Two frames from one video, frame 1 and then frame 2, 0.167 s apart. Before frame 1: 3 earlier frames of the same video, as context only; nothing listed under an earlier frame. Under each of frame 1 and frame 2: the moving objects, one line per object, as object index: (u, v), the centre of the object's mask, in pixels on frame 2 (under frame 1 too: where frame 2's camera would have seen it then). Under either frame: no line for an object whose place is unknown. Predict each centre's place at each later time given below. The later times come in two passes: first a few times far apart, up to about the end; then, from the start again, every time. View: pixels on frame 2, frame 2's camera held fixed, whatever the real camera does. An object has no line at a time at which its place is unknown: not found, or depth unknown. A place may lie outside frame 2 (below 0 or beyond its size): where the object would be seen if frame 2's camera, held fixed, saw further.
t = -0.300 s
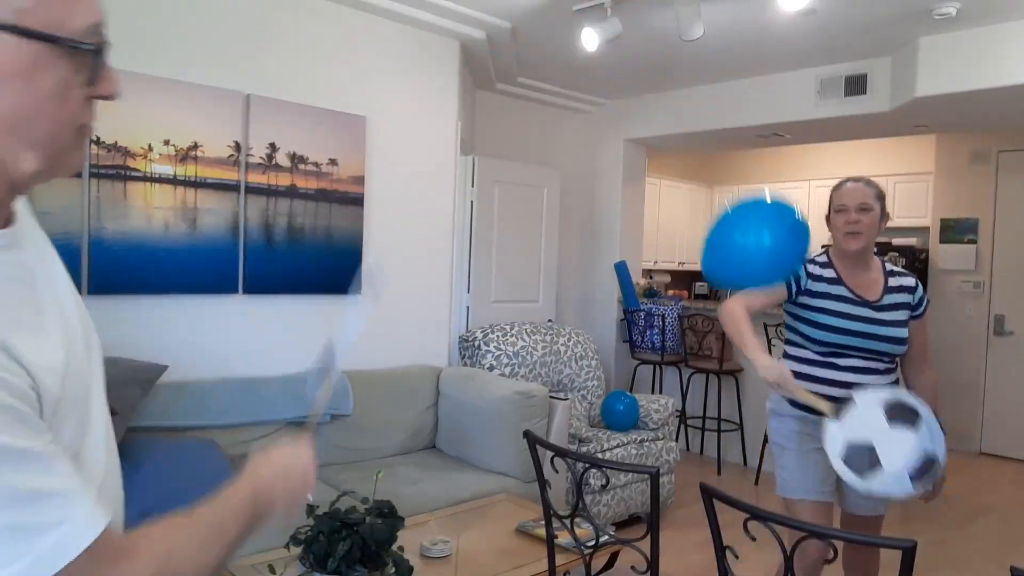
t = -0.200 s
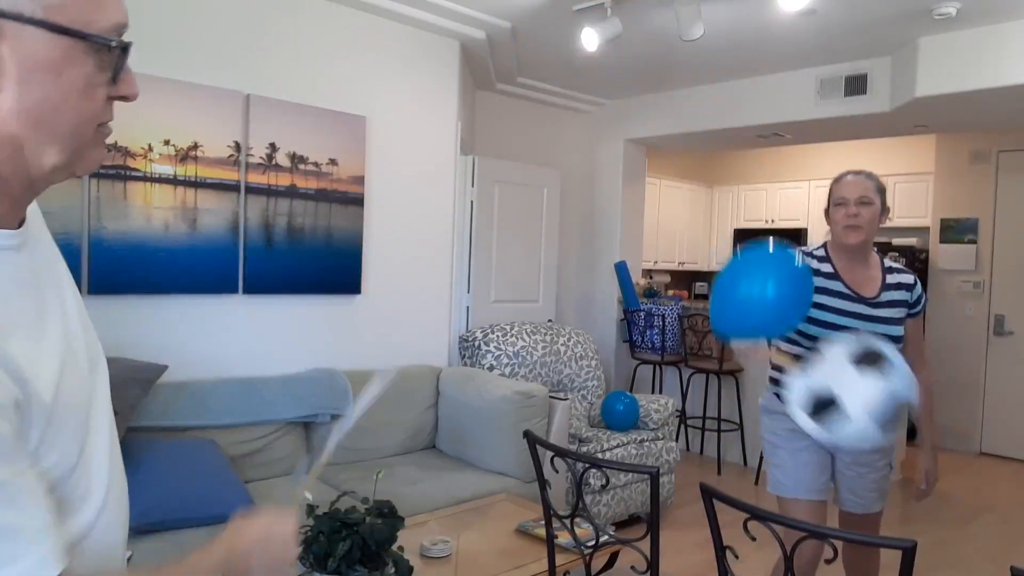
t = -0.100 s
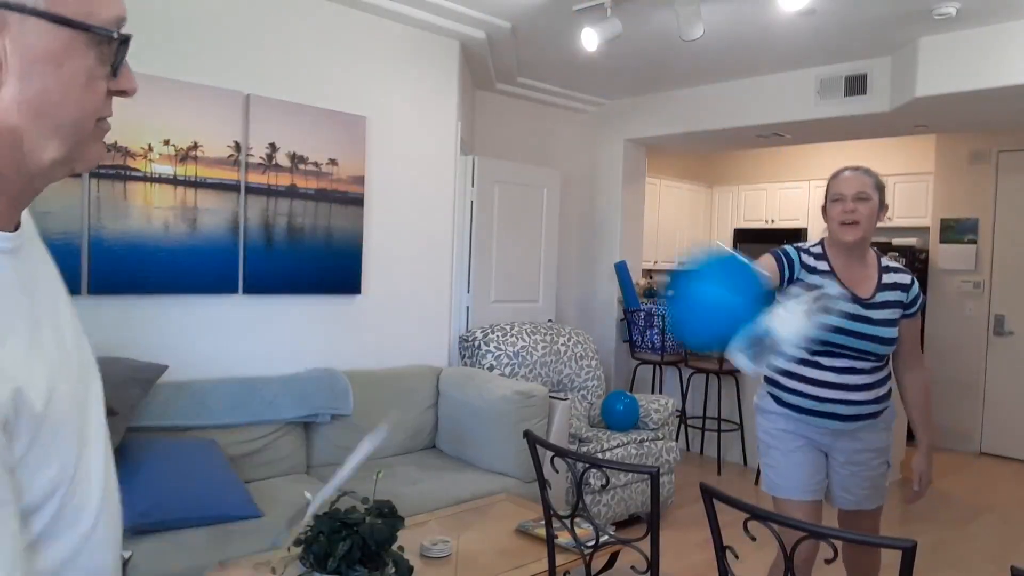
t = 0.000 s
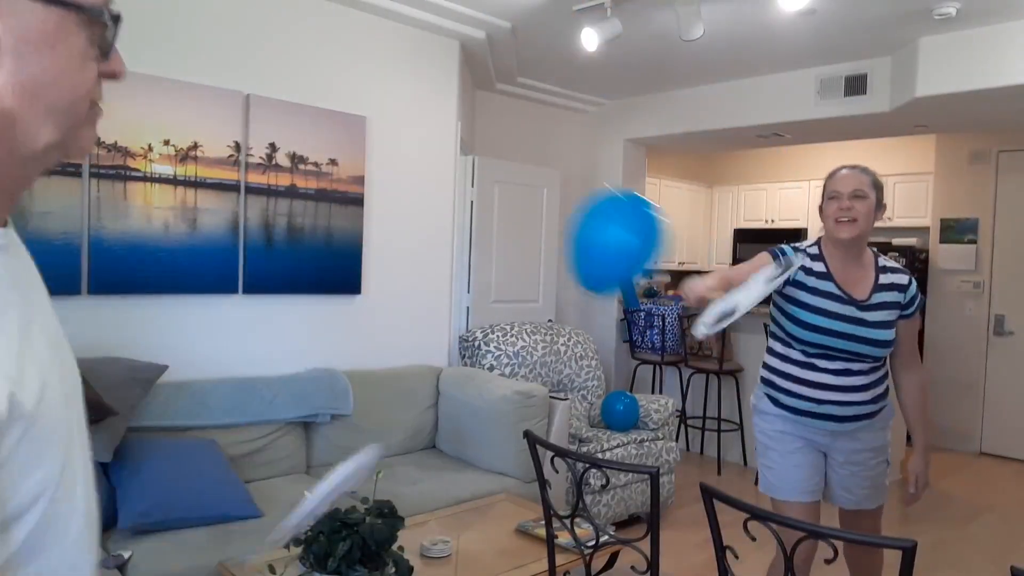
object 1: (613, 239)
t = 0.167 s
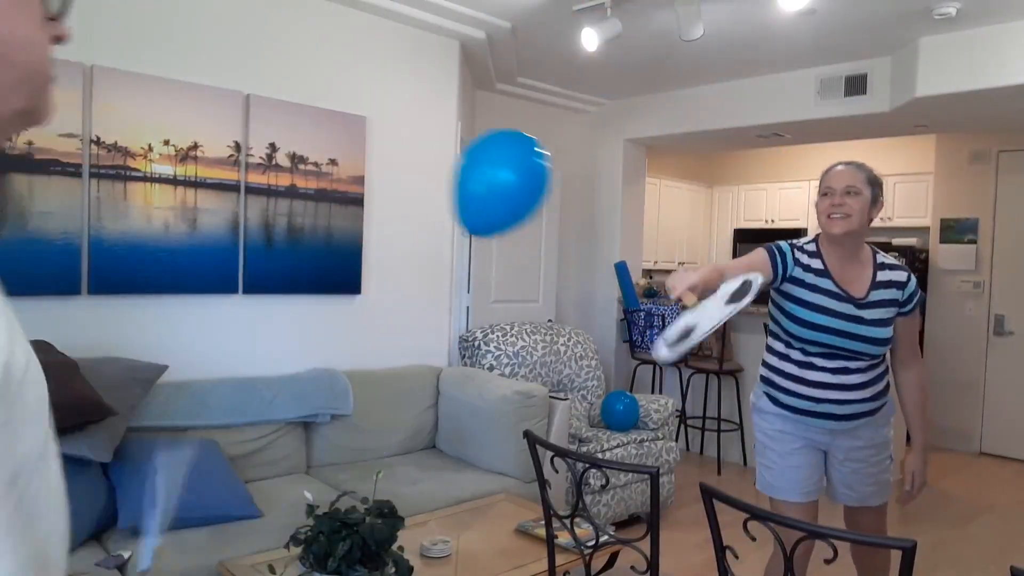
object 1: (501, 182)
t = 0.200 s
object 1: (485, 176)
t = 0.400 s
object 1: (412, 173)
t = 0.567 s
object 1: (371, 209)
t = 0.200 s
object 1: (485, 176)
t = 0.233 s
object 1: (470, 172)
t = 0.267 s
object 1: (457, 169)
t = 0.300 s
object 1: (444, 168)
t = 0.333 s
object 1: (433, 168)
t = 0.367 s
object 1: (422, 170)
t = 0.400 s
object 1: (412, 173)
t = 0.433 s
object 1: (402, 178)
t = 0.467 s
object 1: (394, 183)
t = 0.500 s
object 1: (385, 191)
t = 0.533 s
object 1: (378, 199)
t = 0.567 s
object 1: (371, 209)
